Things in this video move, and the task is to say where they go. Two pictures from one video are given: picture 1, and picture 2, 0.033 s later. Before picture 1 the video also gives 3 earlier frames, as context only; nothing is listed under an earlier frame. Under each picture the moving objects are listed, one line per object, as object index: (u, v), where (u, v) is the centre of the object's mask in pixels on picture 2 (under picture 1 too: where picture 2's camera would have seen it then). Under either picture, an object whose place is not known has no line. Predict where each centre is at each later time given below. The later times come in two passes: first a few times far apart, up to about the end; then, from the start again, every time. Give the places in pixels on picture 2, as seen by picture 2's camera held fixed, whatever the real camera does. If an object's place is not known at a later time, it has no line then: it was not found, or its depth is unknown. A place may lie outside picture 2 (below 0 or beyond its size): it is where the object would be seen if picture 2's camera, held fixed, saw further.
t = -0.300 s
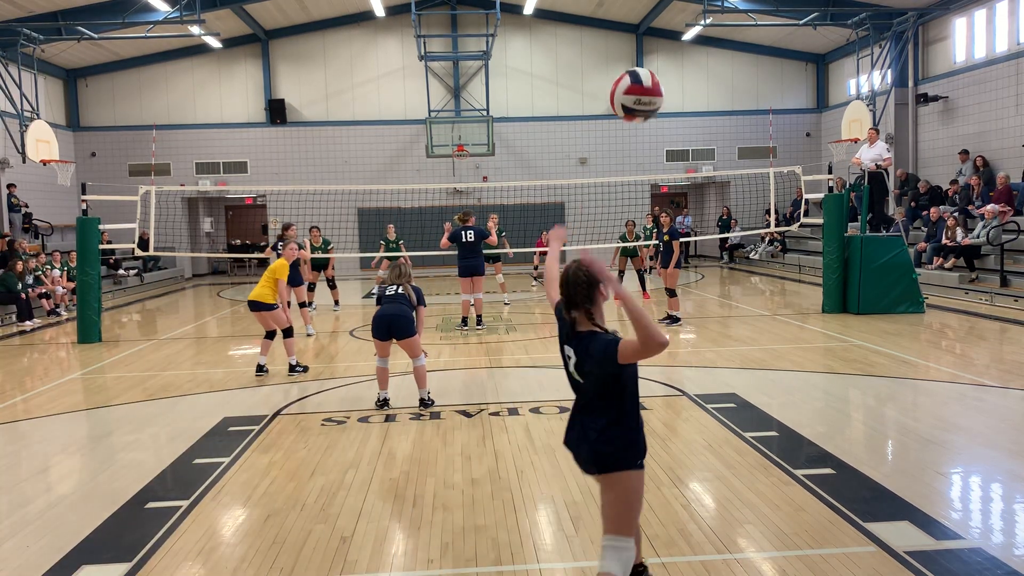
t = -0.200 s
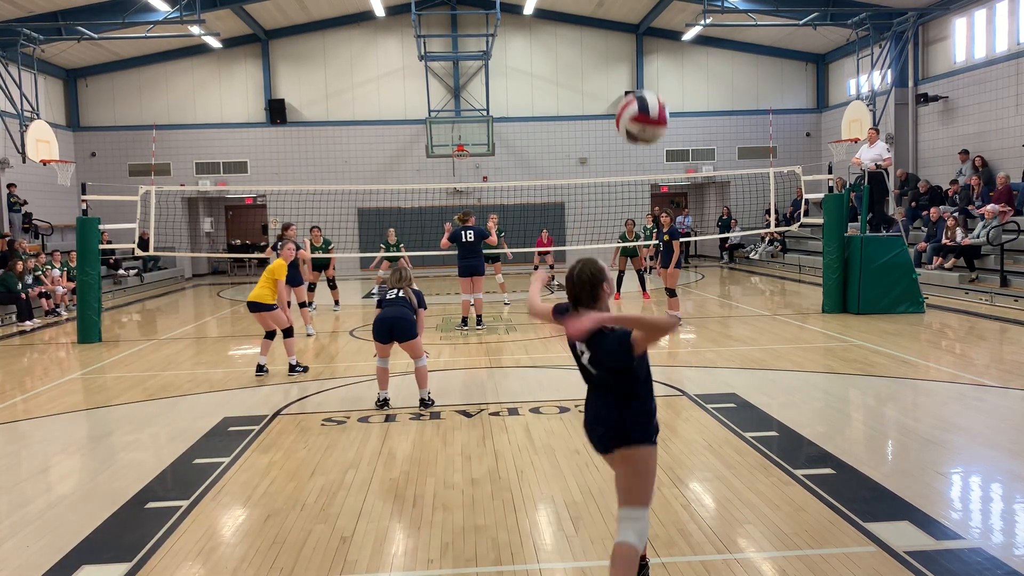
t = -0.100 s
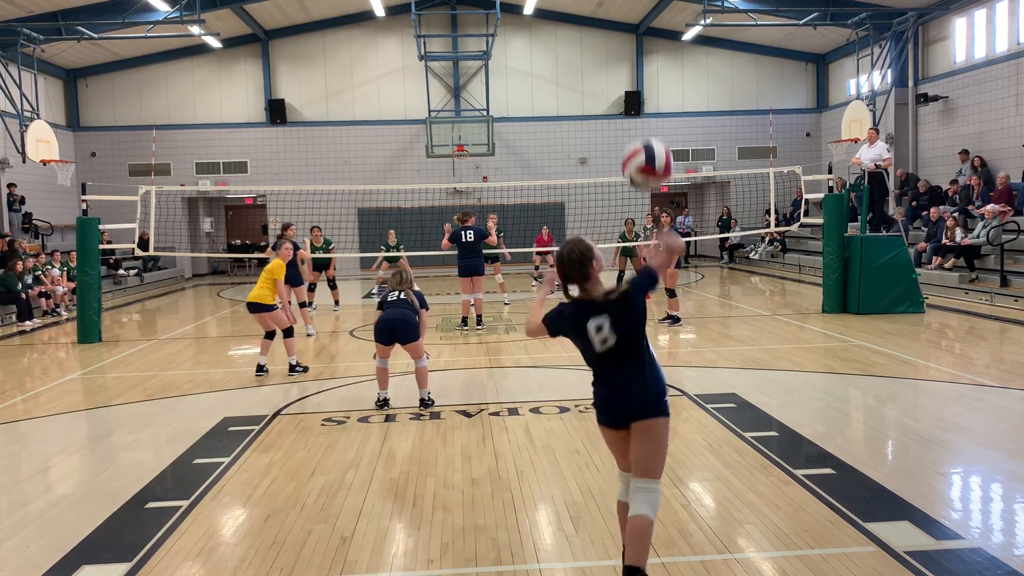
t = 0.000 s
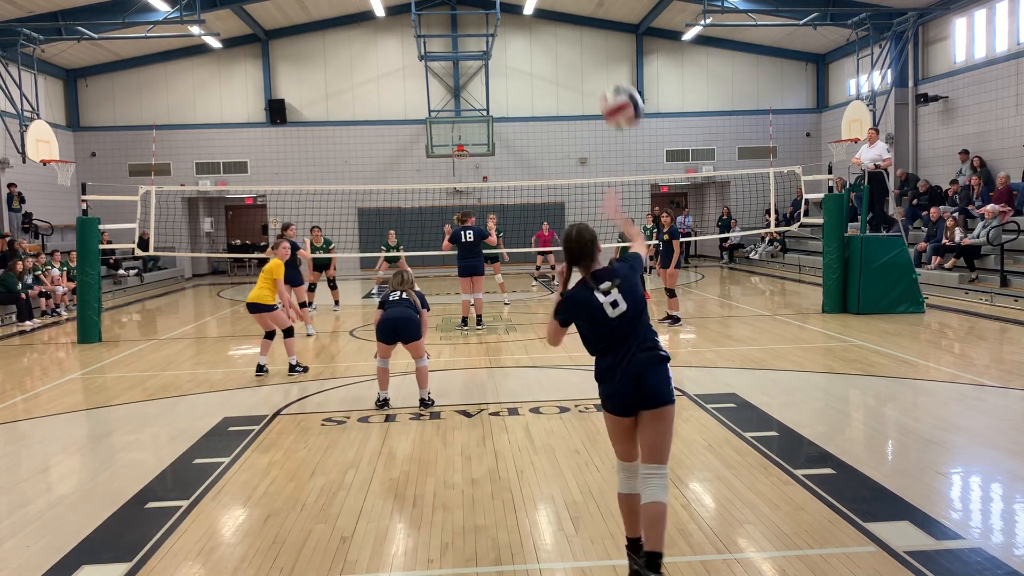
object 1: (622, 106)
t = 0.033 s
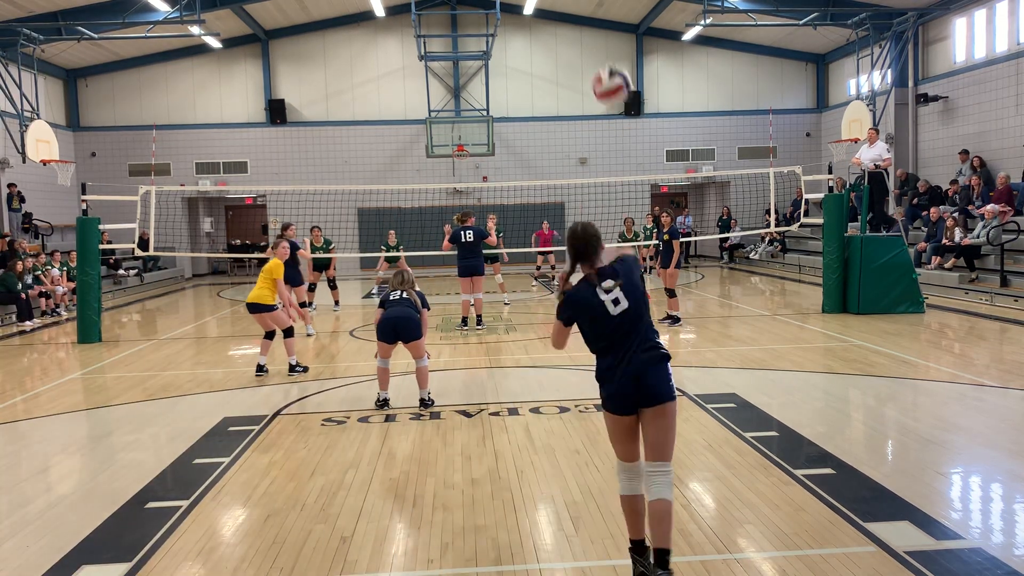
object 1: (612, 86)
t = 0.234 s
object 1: (572, 33)
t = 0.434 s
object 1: (551, 45)
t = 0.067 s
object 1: (604, 68)
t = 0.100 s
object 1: (596, 55)
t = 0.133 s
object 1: (589, 47)
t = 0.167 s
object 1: (582, 40)
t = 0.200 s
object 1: (577, 35)
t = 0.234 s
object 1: (572, 33)
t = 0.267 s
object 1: (568, 32)
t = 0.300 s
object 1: (564, 32)
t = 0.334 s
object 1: (560, 34)
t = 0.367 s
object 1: (557, 37)
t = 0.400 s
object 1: (554, 40)
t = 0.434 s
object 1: (551, 45)
